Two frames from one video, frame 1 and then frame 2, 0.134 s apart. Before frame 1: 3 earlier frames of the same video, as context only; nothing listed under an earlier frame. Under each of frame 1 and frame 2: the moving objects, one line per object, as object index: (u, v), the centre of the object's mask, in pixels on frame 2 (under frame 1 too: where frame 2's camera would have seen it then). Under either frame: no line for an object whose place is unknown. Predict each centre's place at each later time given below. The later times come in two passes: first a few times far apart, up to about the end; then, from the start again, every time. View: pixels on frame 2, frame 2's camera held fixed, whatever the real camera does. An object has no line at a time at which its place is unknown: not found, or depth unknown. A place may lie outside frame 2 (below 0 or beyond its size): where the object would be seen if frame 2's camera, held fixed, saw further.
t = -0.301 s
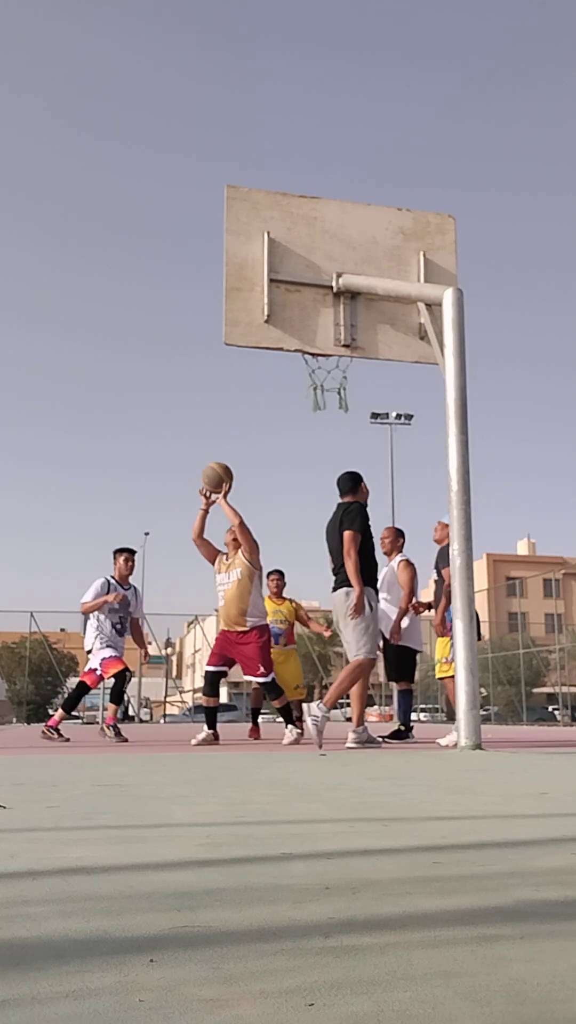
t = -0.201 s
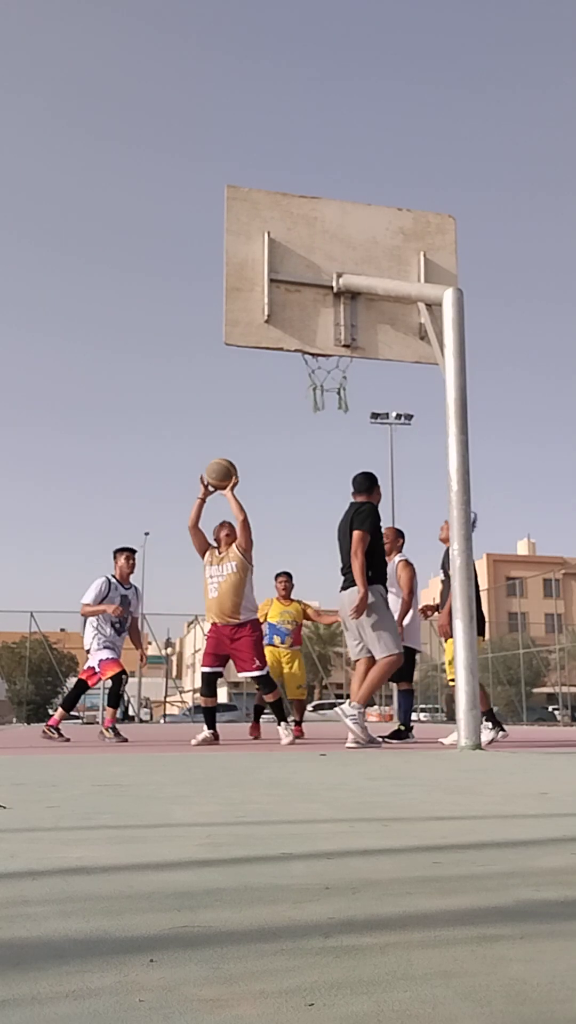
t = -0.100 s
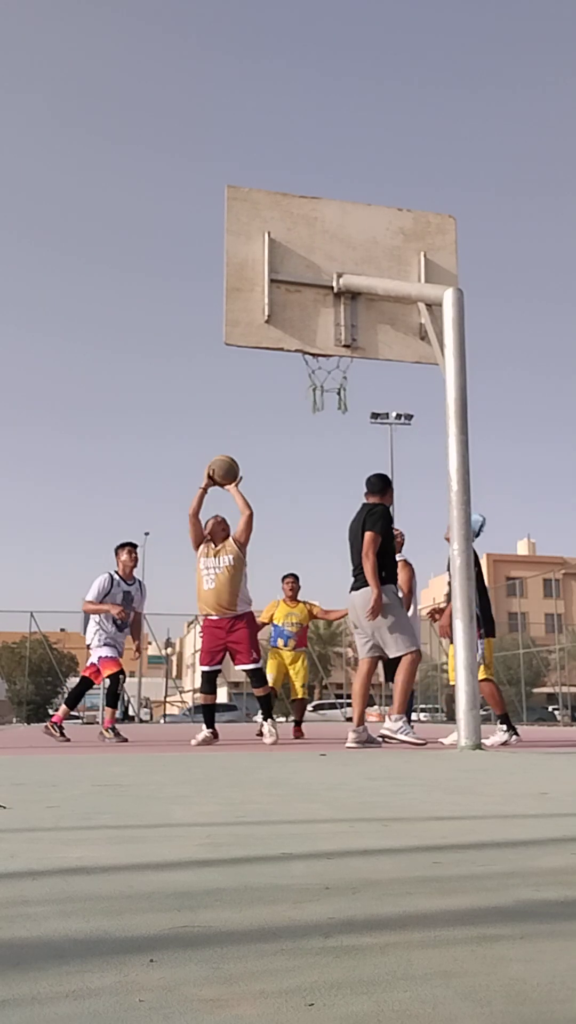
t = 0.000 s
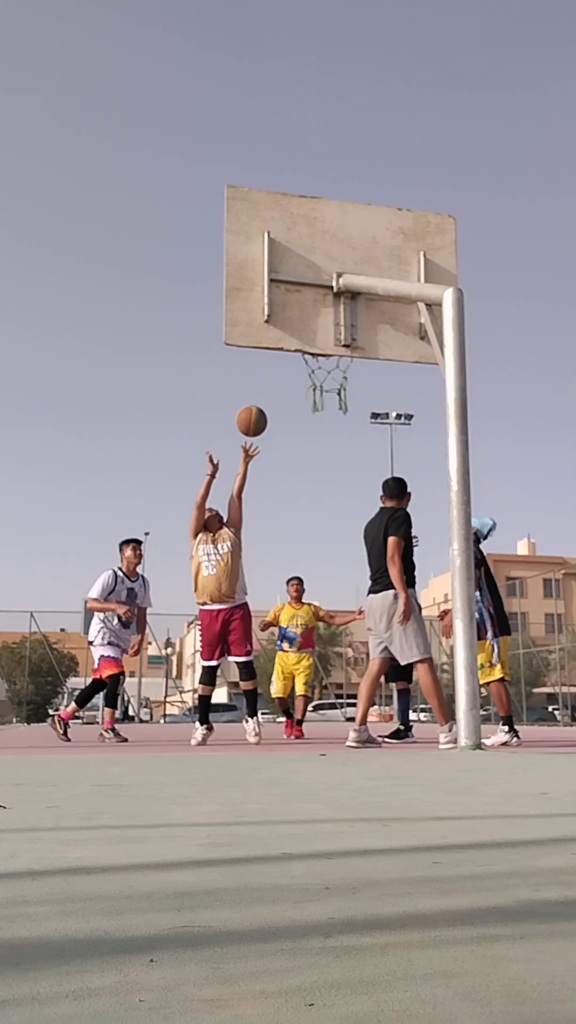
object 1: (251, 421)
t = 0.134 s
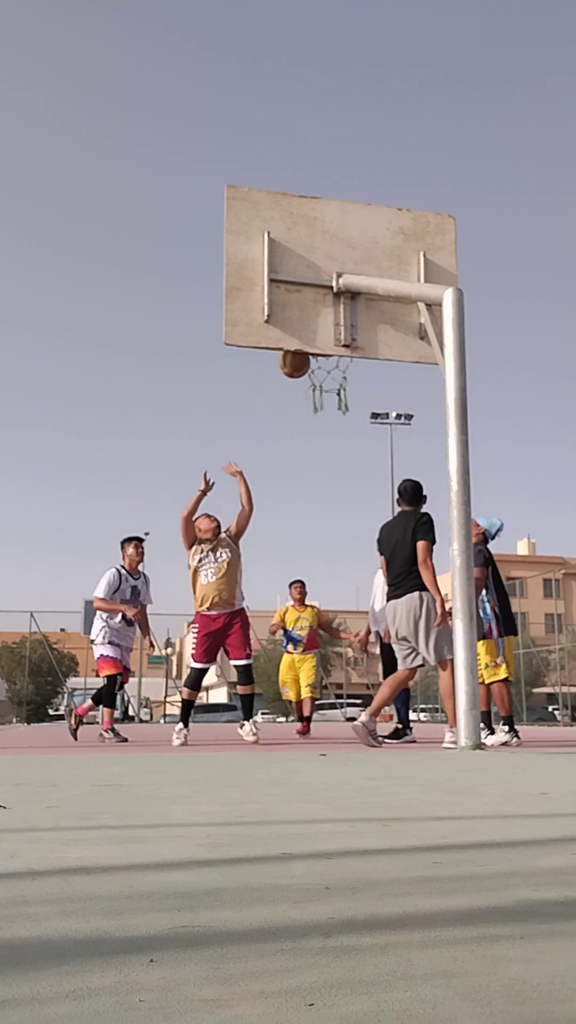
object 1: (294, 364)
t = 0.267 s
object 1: (303, 364)
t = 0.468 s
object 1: (308, 400)
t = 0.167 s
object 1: (298, 362)
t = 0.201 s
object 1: (300, 362)
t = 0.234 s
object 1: (302, 362)
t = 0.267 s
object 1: (303, 364)
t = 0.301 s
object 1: (305, 366)
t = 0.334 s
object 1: (306, 370)
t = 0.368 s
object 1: (307, 377)
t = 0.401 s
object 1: (308, 383)
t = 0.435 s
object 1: (309, 390)
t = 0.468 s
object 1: (308, 400)
